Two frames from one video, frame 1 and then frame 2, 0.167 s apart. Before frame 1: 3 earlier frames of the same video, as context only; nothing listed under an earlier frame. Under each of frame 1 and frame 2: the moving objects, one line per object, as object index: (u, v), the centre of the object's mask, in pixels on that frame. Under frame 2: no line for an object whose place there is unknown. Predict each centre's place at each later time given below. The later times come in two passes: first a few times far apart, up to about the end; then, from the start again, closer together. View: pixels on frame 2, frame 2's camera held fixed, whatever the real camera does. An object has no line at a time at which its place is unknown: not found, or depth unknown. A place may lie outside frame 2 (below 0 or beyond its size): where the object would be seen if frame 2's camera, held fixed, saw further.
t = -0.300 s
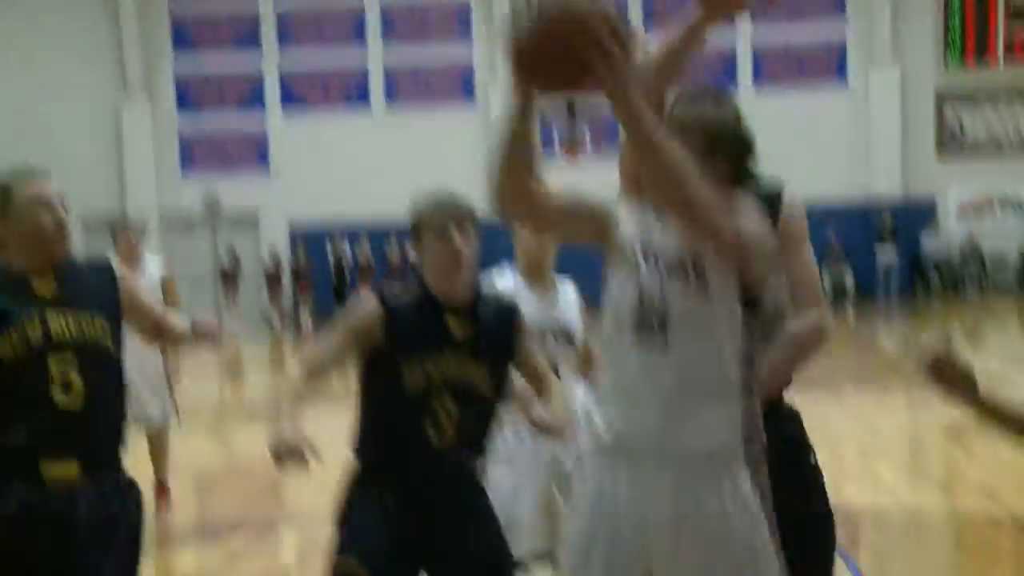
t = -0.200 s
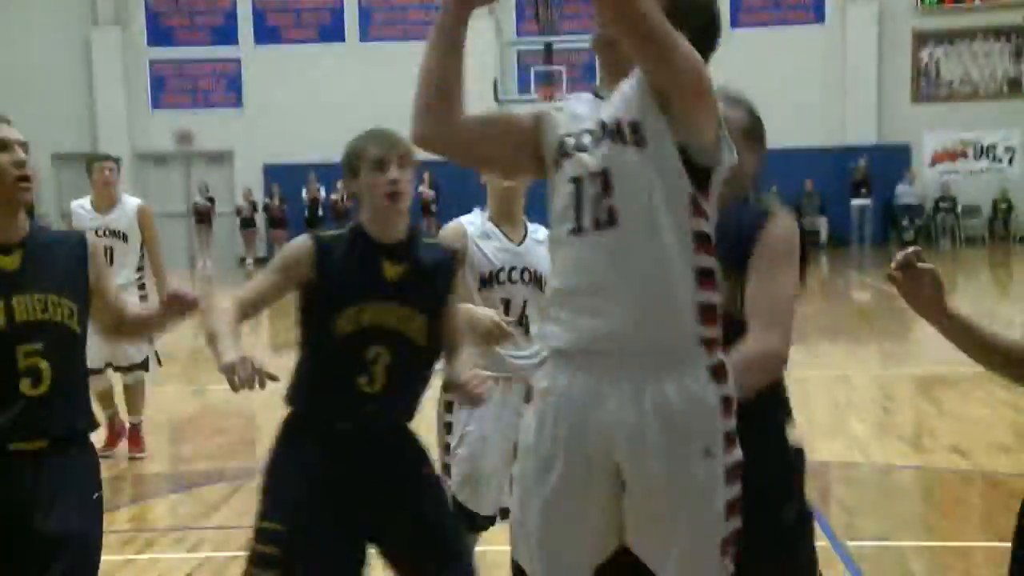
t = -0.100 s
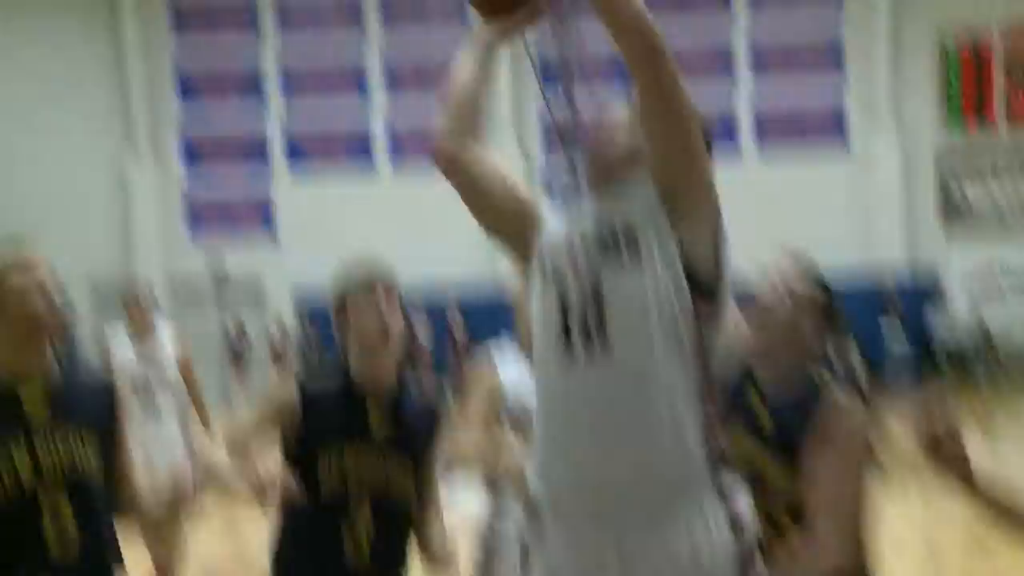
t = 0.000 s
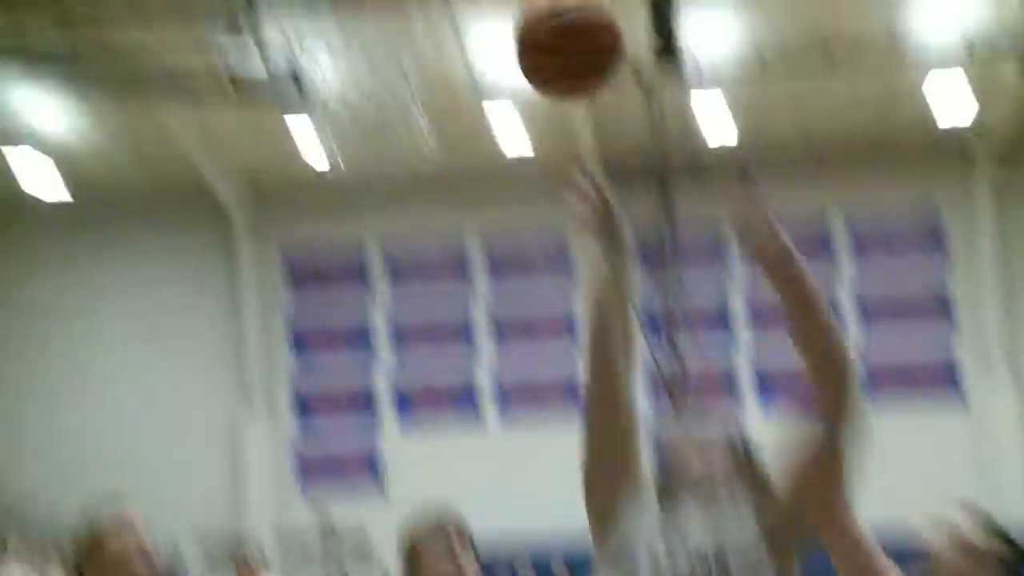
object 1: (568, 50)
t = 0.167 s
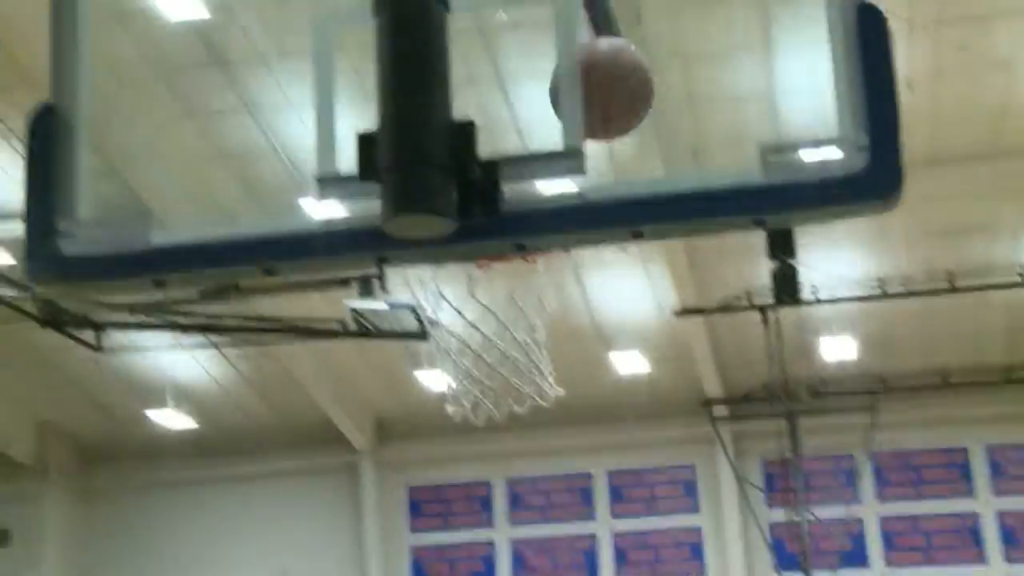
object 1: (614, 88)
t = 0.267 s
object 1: (553, 34)
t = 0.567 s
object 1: (514, 124)
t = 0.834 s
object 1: (501, 99)
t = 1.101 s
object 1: (492, 265)
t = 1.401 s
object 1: (474, 301)
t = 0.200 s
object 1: (592, 63)
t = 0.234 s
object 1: (580, 42)
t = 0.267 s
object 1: (553, 34)
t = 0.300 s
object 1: (526, 34)
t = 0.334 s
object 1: (520, 31)
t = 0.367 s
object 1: (517, 35)
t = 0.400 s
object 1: (515, 42)
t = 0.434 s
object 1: (513, 52)
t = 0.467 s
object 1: (511, 71)
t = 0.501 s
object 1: (511, 99)
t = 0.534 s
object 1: (514, 121)
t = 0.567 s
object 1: (514, 124)
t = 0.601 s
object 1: (509, 114)
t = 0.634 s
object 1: (506, 103)
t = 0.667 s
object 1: (504, 93)
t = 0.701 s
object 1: (502, 86)
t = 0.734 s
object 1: (501, 83)
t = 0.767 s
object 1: (500, 85)
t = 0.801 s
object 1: (500, 89)
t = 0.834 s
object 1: (501, 99)
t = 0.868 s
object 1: (502, 109)
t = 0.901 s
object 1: (505, 120)
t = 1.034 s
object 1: (505, 264)
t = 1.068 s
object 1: (497, 263)
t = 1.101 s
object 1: (492, 265)
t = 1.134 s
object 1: (484, 269)
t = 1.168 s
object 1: (480, 274)
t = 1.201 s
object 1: (473, 283)
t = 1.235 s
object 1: (464, 287)
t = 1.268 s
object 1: (466, 290)
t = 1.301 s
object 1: (466, 293)
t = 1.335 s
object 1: (469, 297)
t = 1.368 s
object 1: (471, 297)
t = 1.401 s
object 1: (474, 301)
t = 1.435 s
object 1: (478, 312)
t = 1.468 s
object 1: (484, 329)
